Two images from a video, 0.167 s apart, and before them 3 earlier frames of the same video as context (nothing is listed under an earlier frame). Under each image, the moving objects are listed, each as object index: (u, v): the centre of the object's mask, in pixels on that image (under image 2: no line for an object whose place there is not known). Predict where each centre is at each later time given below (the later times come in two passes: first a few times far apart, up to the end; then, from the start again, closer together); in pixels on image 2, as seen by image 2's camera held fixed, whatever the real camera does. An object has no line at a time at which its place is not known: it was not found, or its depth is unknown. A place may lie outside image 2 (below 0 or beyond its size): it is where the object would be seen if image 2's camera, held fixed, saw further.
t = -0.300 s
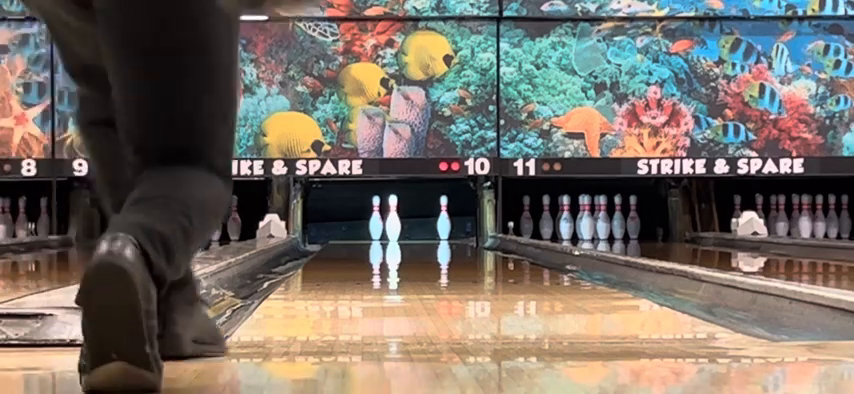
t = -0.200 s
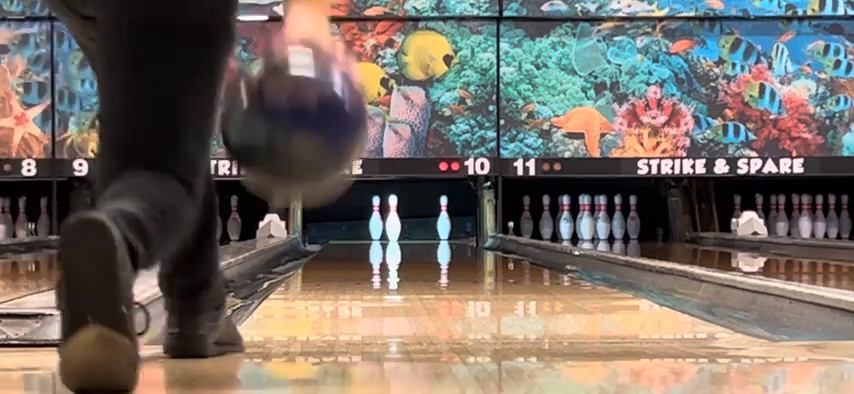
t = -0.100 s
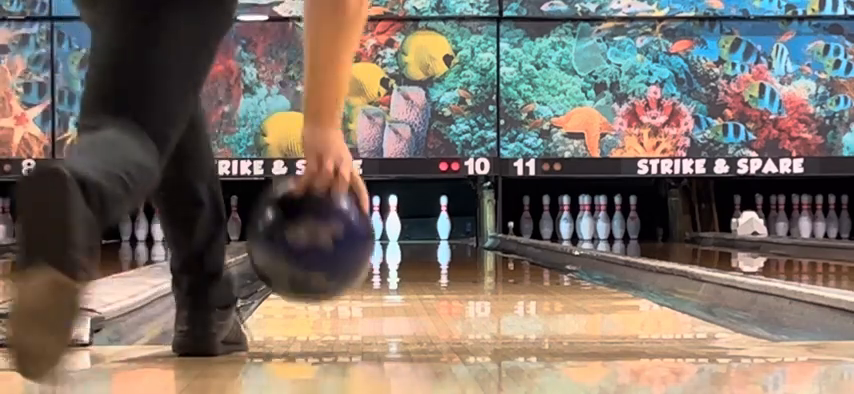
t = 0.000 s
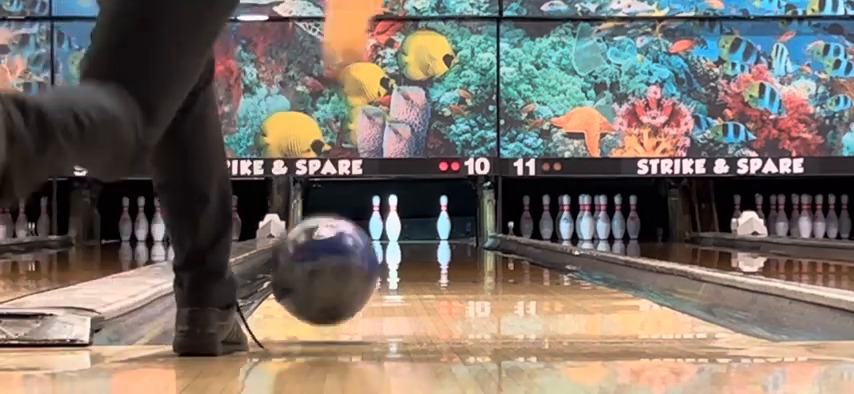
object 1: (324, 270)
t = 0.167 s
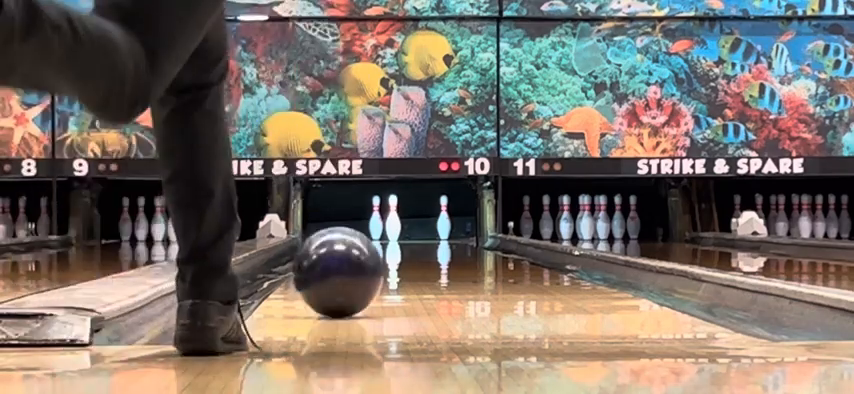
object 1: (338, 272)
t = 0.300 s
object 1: (345, 263)
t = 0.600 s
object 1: (357, 251)
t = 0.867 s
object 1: (358, 246)
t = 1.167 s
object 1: (361, 241)
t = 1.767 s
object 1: (376, 233)
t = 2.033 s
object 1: (377, 232)
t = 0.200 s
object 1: (340, 269)
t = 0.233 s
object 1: (342, 267)
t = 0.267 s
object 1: (344, 265)
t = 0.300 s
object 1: (345, 263)
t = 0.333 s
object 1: (347, 261)
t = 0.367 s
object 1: (349, 259)
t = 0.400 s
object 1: (350, 257)
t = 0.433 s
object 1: (351, 256)
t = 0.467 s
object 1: (353, 255)
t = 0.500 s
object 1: (354, 254)
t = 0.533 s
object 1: (355, 253)
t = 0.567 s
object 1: (357, 252)
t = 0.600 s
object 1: (357, 251)
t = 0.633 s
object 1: (359, 250)
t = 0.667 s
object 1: (360, 250)
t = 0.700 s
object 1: (361, 249)
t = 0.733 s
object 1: (362, 248)
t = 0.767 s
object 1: (363, 248)
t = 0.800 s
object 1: (377, 247)
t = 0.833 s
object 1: (349, 247)
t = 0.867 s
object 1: (358, 246)
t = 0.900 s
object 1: (360, 245)
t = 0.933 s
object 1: (360, 245)
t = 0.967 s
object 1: (361, 245)
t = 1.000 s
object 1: (361, 244)
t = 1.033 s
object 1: (361, 243)
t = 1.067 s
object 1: (362, 242)
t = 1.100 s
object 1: (362, 241)
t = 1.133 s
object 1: (360, 241)
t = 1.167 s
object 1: (361, 241)
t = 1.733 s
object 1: (376, 233)
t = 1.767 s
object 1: (376, 233)
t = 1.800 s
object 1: (377, 233)
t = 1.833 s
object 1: (376, 233)
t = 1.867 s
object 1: (376, 232)
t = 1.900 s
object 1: (376, 232)
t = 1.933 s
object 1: (376, 232)
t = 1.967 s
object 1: (377, 232)
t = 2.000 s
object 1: (377, 232)
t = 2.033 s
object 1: (377, 232)
